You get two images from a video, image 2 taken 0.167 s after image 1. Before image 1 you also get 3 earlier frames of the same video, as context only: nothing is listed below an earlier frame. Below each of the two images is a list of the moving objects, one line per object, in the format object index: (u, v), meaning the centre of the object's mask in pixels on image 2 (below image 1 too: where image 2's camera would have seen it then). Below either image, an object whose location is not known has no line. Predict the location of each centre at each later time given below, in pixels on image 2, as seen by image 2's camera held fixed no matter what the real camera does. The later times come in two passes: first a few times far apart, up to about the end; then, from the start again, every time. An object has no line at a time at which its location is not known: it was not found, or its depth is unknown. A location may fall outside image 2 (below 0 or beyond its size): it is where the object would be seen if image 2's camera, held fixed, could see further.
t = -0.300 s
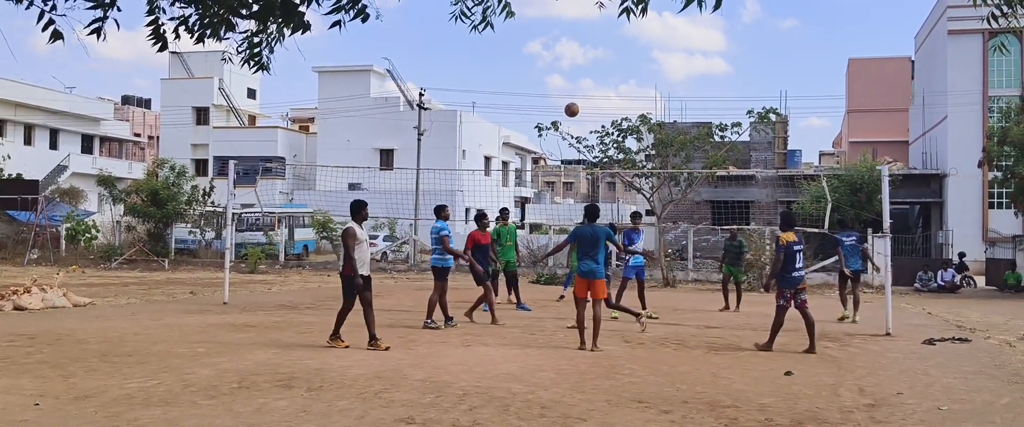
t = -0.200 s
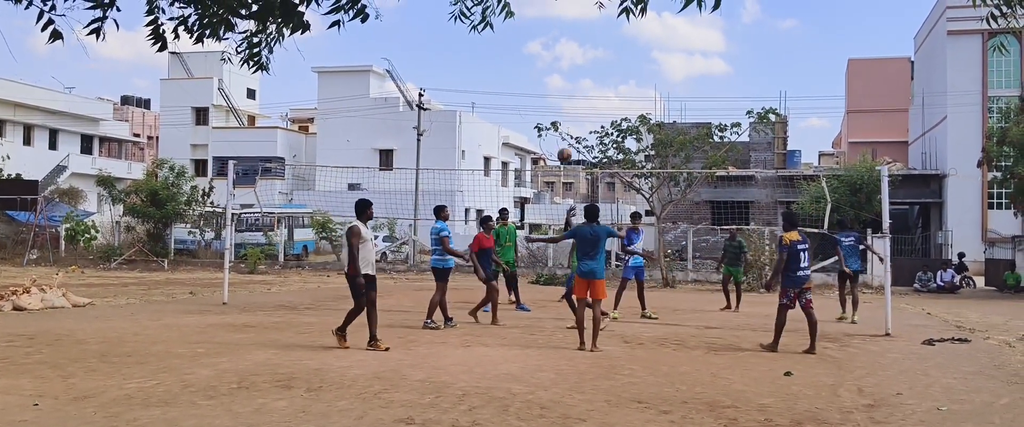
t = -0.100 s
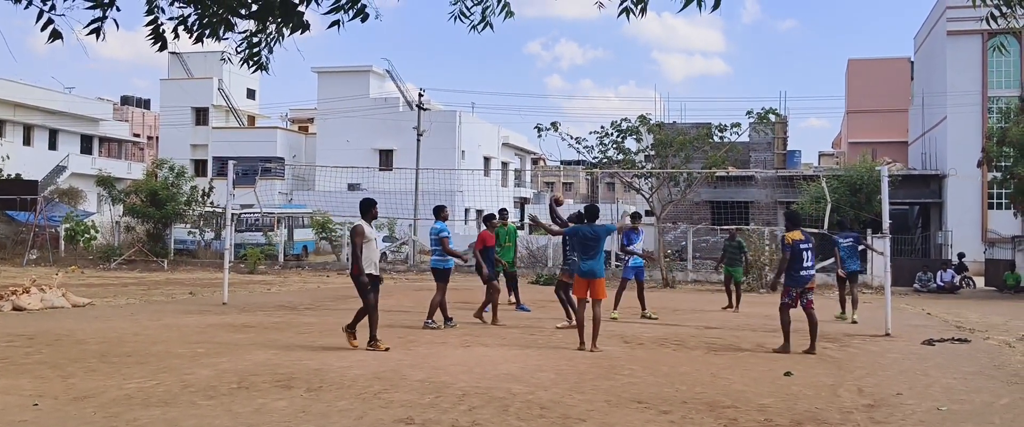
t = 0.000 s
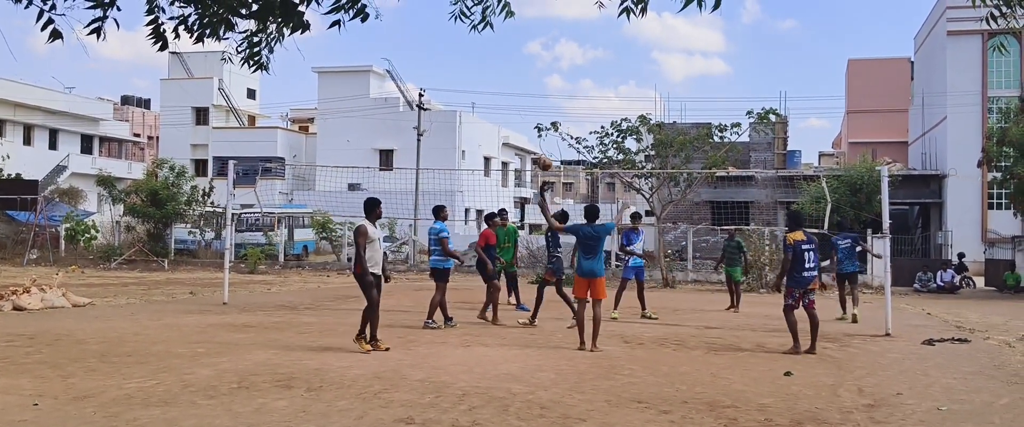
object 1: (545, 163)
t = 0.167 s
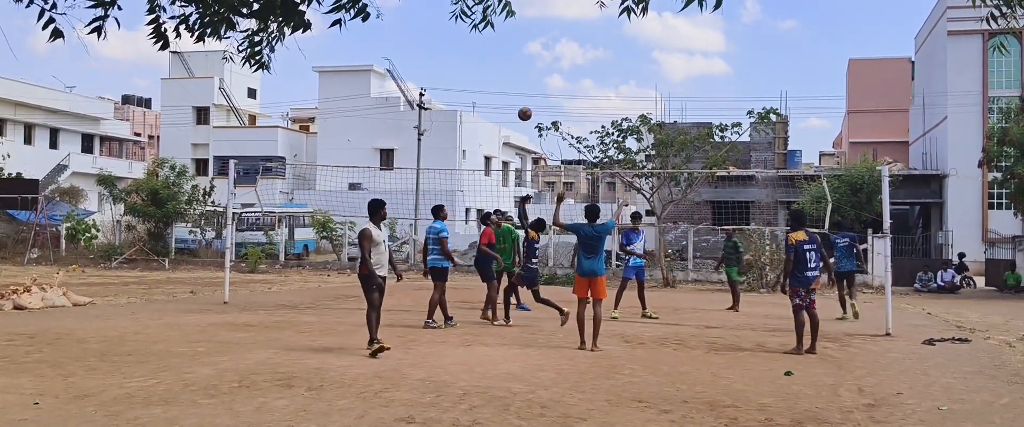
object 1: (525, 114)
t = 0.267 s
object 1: (513, 94)
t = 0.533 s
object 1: (483, 73)
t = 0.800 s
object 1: (456, 96)
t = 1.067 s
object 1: (430, 162)
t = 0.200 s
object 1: (521, 106)
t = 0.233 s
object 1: (517, 100)
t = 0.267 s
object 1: (513, 94)
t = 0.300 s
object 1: (509, 89)
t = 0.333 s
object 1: (505, 84)
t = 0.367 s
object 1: (501, 80)
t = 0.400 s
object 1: (498, 77)
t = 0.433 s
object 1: (494, 75)
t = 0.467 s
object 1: (490, 74)
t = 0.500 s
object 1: (487, 73)
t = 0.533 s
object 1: (483, 73)
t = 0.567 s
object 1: (480, 73)
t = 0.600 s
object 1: (476, 74)
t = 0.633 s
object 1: (473, 77)
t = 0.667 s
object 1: (469, 79)
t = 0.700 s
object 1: (466, 82)
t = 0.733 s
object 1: (462, 86)
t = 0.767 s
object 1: (459, 91)
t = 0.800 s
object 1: (456, 96)
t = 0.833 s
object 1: (452, 102)
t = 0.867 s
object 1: (449, 109)
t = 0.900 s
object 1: (446, 116)
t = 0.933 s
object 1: (442, 124)
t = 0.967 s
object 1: (439, 133)
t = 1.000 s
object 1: (436, 142)
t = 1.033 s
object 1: (433, 152)
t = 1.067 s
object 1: (430, 162)
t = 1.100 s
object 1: (426, 173)
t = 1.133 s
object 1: (424, 185)
